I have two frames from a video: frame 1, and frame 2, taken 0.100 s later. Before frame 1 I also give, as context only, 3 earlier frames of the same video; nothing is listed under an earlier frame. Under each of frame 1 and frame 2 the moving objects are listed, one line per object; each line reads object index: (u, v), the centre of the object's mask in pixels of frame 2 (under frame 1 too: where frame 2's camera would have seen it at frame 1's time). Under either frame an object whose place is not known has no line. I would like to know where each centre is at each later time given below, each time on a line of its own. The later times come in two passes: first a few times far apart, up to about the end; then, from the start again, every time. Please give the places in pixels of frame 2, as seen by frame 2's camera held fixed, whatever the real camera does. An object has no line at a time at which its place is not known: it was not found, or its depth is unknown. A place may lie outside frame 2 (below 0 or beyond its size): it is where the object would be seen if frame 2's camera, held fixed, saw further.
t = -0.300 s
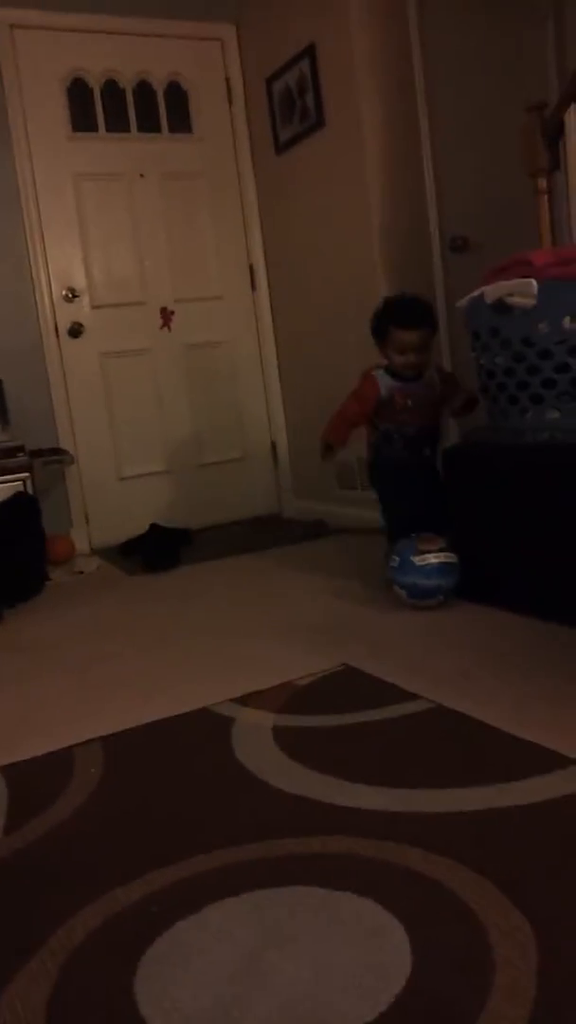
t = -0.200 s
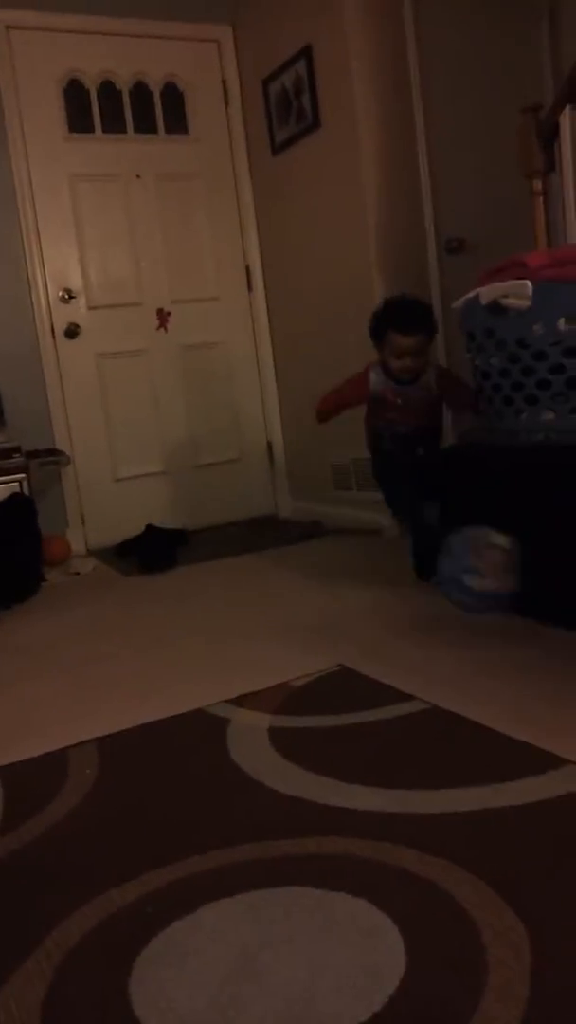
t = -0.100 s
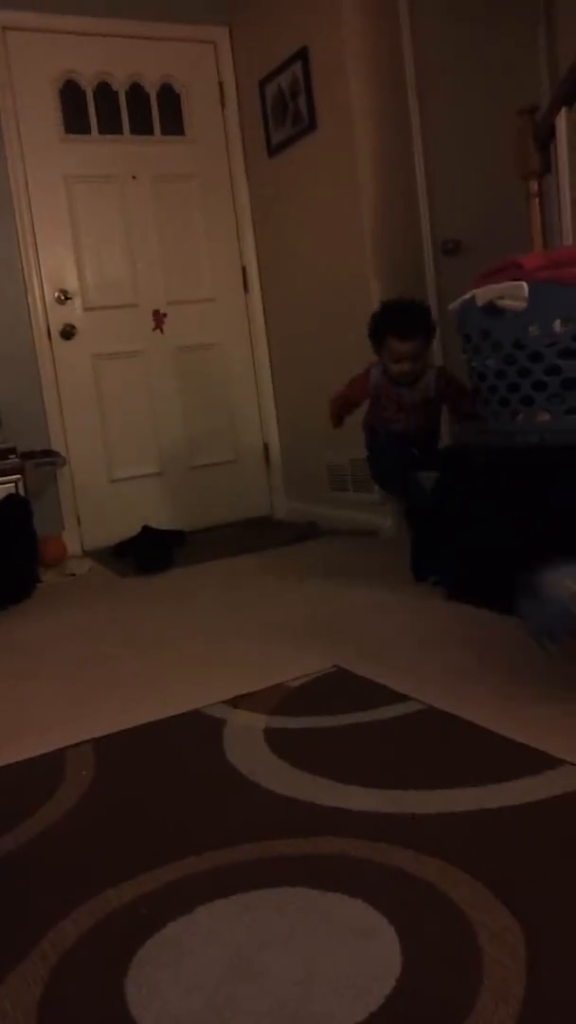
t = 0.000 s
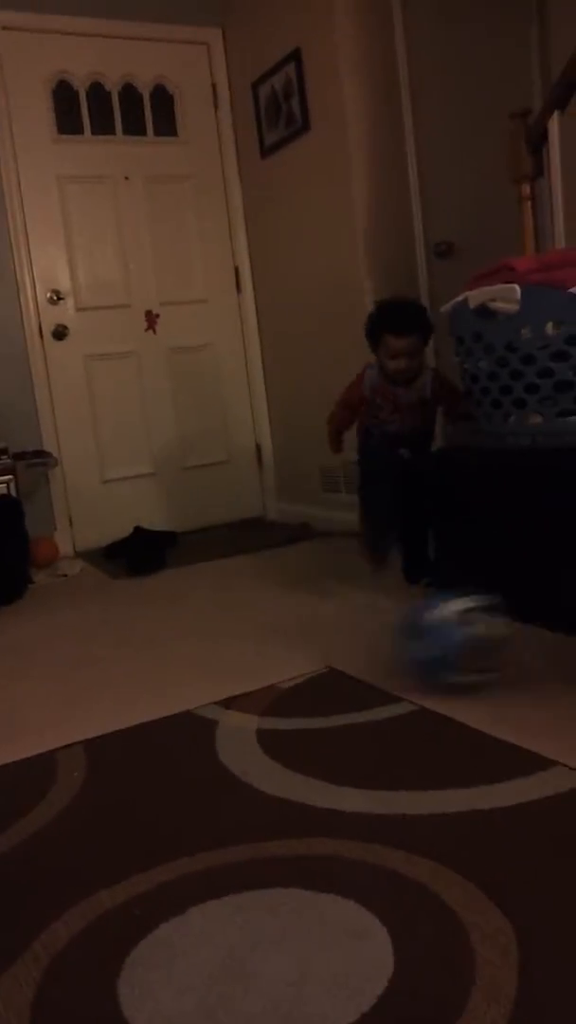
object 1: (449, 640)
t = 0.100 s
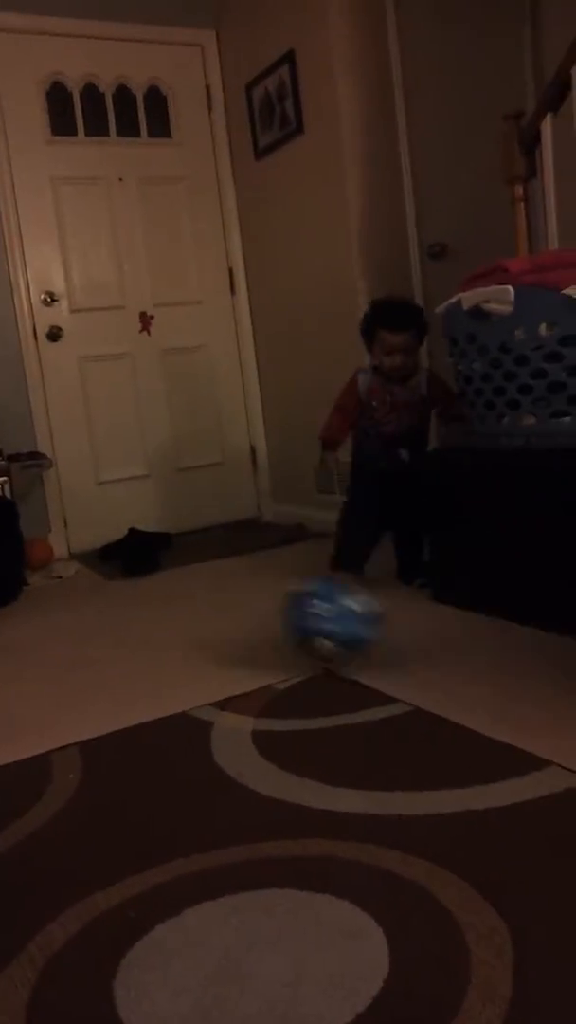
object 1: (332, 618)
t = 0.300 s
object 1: (182, 611)
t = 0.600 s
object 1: (58, 594)
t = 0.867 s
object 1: (18, 575)
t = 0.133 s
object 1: (300, 614)
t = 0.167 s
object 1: (273, 622)
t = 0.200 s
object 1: (247, 619)
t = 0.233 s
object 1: (220, 611)
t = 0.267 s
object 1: (200, 610)
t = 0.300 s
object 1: (182, 611)
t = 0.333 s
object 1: (163, 611)
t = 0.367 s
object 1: (149, 606)
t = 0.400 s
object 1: (134, 604)
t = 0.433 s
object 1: (120, 603)
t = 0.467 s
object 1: (105, 601)
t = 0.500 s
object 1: (93, 600)
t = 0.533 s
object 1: (82, 597)
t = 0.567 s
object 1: (68, 597)
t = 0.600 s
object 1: (58, 594)
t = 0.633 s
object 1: (49, 593)
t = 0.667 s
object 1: (40, 593)
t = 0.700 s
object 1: (33, 589)
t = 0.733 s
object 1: (25, 586)
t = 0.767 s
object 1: (16, 584)
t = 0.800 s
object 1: (10, 581)
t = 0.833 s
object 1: (12, 578)
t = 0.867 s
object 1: (18, 575)
